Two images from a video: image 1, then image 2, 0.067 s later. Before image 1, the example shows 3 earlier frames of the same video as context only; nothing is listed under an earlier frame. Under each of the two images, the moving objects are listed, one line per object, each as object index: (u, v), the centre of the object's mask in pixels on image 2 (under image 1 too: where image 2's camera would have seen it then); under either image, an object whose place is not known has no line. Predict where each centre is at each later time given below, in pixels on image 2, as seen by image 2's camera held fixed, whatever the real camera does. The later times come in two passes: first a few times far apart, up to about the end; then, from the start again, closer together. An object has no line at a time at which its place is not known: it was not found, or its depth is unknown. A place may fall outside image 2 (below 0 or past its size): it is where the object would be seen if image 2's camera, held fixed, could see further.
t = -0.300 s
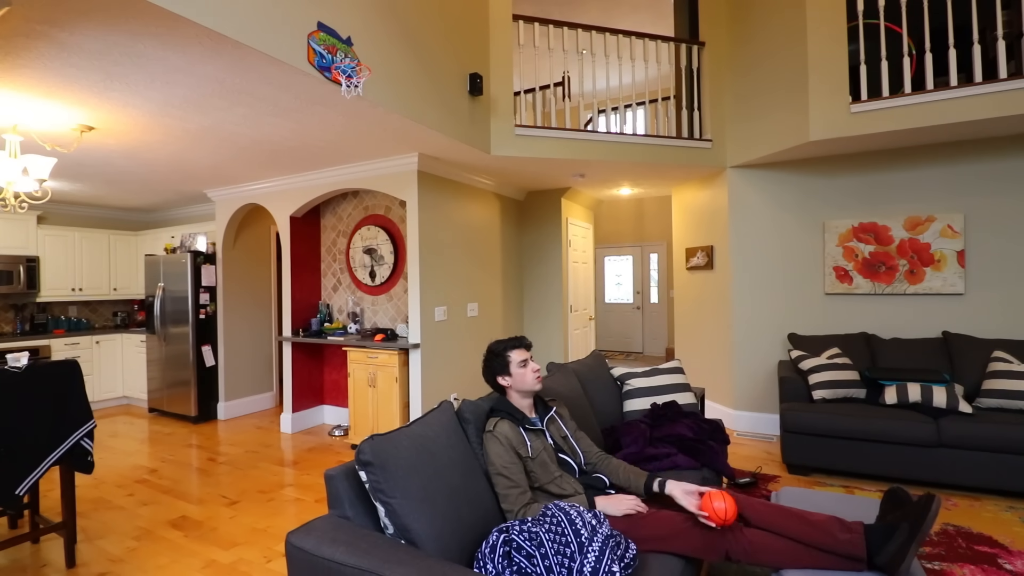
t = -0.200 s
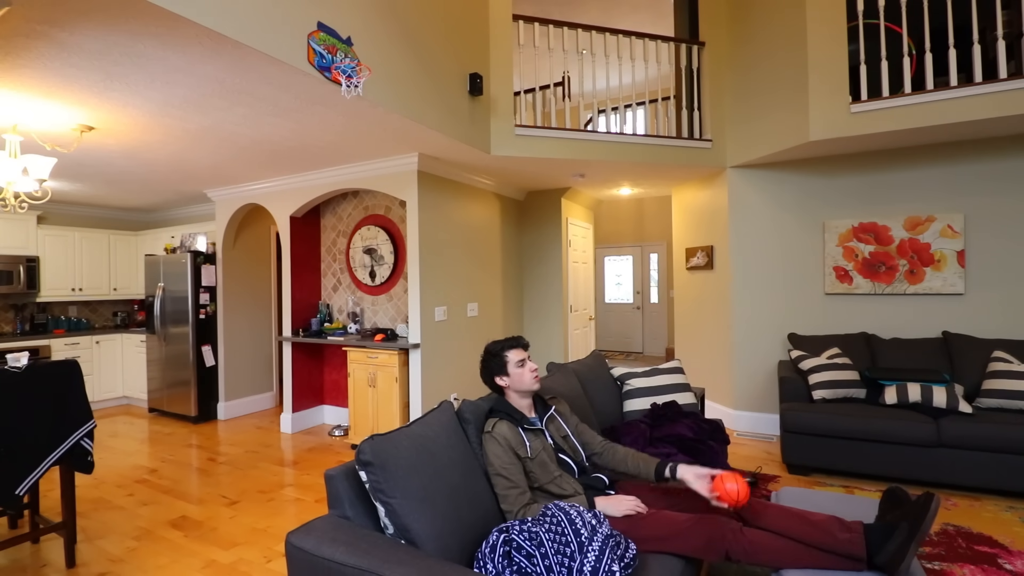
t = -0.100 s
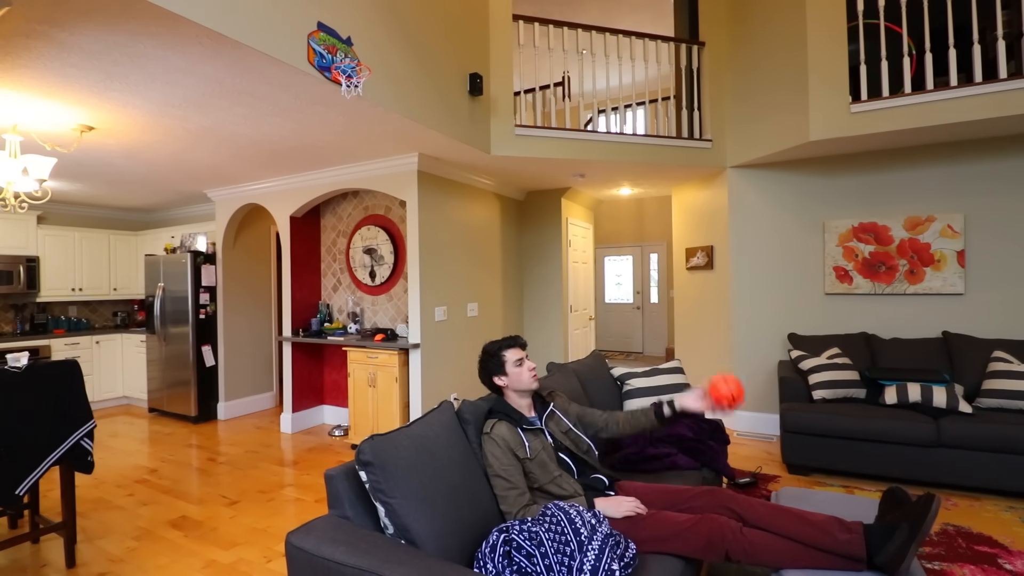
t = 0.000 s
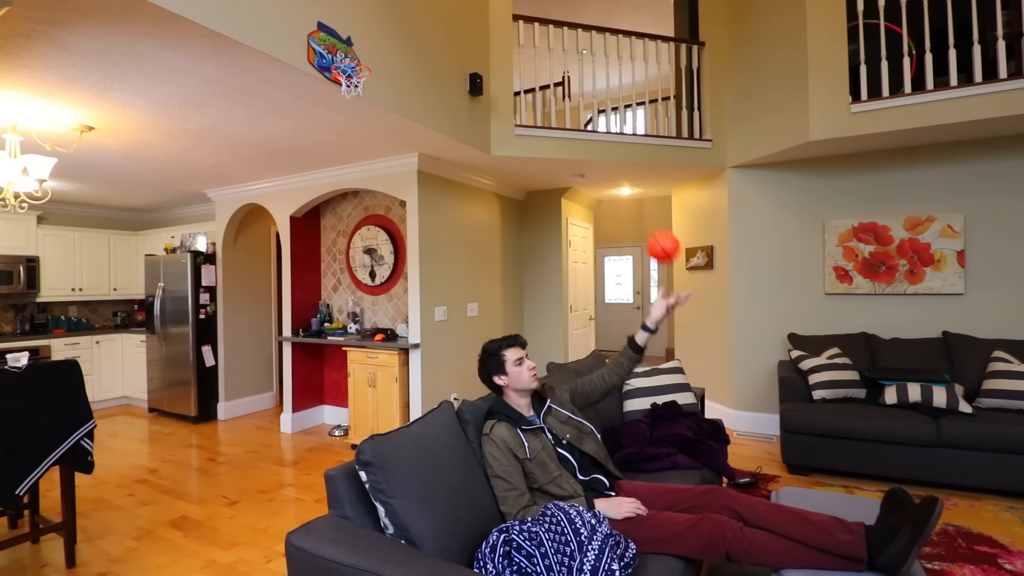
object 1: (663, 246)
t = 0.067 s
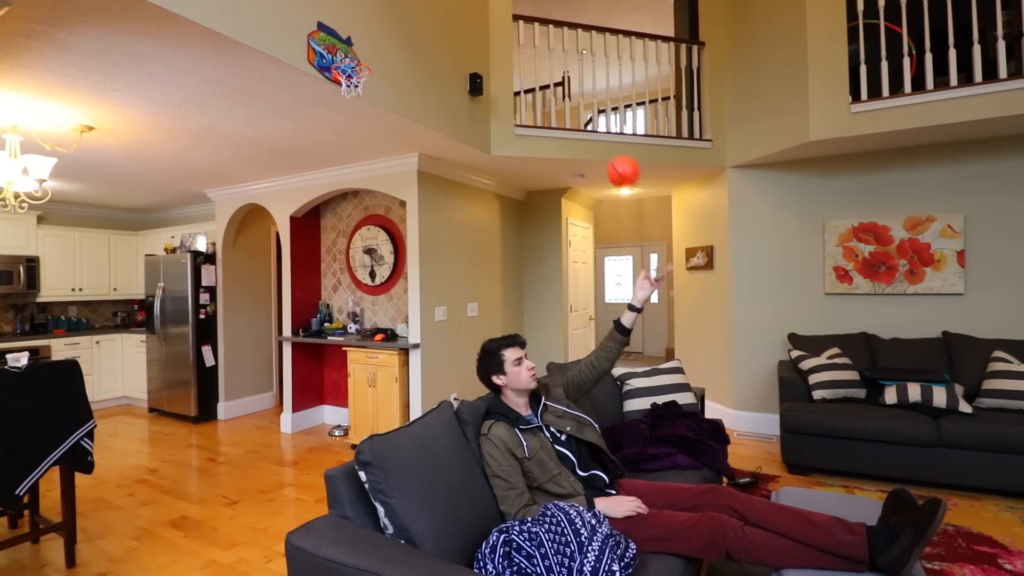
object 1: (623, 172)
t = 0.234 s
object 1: (537, 50)
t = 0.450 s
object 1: (448, 12)
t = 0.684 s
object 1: (371, 81)
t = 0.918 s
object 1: (309, 245)
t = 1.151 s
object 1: (263, 479)
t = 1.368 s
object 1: (240, 417)
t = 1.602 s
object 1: (222, 343)
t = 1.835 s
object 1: (206, 359)
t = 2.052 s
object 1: (195, 446)
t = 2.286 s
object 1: (188, 435)
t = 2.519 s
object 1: (183, 403)
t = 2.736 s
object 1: (180, 440)
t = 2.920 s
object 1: (180, 446)
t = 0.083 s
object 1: (614, 156)
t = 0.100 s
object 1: (604, 142)
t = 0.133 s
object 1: (586, 112)
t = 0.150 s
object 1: (578, 100)
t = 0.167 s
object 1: (569, 89)
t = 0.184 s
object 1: (561, 78)
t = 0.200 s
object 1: (553, 68)
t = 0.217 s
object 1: (545, 59)
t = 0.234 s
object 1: (537, 50)
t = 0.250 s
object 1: (530, 43)
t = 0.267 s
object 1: (522, 36)
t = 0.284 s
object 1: (515, 31)
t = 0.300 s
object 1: (508, 25)
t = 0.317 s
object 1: (501, 21)
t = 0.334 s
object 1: (493, 17)
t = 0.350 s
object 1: (486, 14)
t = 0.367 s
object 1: (480, 13)
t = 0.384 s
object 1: (473, 12)
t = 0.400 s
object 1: (467, 11)
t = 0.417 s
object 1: (461, 11)
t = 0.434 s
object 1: (454, 11)
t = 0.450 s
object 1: (448, 12)
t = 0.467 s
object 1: (442, 12)
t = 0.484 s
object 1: (436, 14)
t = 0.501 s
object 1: (430, 16)
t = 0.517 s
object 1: (424, 19)
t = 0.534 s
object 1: (418, 23)
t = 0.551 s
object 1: (412, 28)
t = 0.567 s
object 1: (407, 32)
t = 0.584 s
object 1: (402, 38)
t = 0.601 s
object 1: (396, 44)
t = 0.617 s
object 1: (391, 50)
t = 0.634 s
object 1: (386, 57)
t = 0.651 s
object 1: (380, 65)
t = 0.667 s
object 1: (376, 73)
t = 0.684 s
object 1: (371, 81)
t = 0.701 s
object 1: (366, 90)
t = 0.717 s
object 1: (361, 99)
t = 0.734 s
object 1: (356, 109)
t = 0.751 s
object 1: (352, 119)
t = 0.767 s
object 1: (347, 130)
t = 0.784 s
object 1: (342, 142)
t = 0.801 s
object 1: (338, 153)
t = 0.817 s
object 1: (334, 164)
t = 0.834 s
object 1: (330, 177)
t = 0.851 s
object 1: (326, 190)
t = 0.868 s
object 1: (321, 203)
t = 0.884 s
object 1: (317, 217)
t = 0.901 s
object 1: (313, 231)
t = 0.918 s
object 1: (309, 245)
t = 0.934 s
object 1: (306, 260)
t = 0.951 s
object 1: (302, 275)
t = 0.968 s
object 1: (299, 290)
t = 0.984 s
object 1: (295, 305)
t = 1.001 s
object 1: (291, 321)
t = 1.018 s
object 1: (288, 338)
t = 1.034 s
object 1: (285, 354)
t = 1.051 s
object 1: (281, 371)
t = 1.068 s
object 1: (277, 389)
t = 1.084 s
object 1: (275, 406)
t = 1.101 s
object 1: (271, 424)
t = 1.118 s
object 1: (269, 441)
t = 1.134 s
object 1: (266, 460)
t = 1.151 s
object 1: (263, 479)
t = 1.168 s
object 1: (261, 497)
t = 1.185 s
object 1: (258, 517)
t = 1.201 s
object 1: (256, 533)
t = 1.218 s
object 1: (255, 518)
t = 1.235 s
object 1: (252, 505)
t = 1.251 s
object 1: (251, 493)
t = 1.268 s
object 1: (249, 480)
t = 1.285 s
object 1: (247, 468)
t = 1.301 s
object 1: (246, 457)
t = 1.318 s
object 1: (244, 447)
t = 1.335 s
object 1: (242, 437)
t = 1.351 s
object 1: (241, 427)
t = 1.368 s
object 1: (240, 417)
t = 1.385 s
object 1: (238, 409)
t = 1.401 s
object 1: (236, 401)
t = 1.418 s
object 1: (235, 393)
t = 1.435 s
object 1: (234, 386)
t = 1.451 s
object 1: (233, 380)
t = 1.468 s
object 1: (232, 374)
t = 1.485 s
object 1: (230, 368)
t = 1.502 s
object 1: (229, 363)
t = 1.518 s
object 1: (227, 359)
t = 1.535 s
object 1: (226, 354)
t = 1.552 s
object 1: (225, 351)
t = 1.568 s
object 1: (224, 347)
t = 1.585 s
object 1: (223, 345)
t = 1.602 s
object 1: (222, 343)
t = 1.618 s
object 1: (221, 341)
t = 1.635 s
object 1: (219, 339)
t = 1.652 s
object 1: (218, 339)
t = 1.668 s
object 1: (217, 338)
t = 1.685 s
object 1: (216, 338)
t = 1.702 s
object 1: (215, 339)
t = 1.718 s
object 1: (214, 340)
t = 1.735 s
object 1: (213, 341)
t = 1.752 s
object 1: (212, 343)
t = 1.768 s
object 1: (211, 346)
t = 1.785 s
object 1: (209, 349)
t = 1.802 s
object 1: (208, 352)
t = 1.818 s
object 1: (207, 355)
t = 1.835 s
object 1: (206, 359)
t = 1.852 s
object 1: (206, 364)
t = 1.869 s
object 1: (205, 368)
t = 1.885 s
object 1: (204, 374)
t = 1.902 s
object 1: (203, 379)
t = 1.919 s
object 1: (202, 385)
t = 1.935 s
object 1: (201, 391)
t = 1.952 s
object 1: (200, 398)
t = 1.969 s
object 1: (199, 405)
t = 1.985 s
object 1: (199, 413)
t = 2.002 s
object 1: (198, 420)
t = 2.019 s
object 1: (197, 429)
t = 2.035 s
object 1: (197, 437)
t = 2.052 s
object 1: (195, 446)
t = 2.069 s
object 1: (195, 456)
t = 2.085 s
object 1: (194, 466)
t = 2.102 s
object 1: (194, 476)
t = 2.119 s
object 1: (193, 486)
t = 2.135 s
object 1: (193, 498)
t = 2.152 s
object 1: (192, 493)
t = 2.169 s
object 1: (192, 483)
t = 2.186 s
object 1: (191, 475)
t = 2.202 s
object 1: (190, 467)
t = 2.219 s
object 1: (190, 460)
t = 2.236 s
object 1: (189, 453)
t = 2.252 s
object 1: (189, 447)
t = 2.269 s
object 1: (188, 441)
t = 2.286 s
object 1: (188, 435)
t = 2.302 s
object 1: (187, 430)
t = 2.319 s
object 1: (187, 426)
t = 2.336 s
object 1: (187, 421)
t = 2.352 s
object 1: (186, 418)
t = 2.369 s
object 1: (186, 415)
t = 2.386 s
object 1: (186, 412)
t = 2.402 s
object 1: (185, 409)
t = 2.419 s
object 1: (185, 407)
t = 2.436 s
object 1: (185, 405)
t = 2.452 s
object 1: (184, 404)
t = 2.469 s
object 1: (184, 403)
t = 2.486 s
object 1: (183, 402)
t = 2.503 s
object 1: (183, 402)
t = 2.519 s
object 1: (183, 403)
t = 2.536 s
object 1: (183, 403)
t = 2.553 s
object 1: (182, 404)
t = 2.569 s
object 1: (182, 405)
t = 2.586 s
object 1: (182, 407)
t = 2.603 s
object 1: (181, 410)
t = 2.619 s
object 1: (181, 412)
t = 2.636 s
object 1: (181, 414)
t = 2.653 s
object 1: (181, 418)
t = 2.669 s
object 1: (181, 422)
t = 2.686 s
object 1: (181, 426)
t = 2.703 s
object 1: (180, 430)
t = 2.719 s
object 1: (180, 435)
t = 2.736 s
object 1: (180, 440)
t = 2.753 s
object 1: (180, 445)
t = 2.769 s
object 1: (180, 451)
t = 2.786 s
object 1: (180, 457)
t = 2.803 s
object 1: (180, 463)
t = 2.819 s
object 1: (180, 470)
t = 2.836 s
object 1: (180, 474)
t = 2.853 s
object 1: (180, 467)
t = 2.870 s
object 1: (180, 462)
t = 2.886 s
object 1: (180, 456)
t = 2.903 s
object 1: (180, 451)
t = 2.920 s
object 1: (180, 446)
